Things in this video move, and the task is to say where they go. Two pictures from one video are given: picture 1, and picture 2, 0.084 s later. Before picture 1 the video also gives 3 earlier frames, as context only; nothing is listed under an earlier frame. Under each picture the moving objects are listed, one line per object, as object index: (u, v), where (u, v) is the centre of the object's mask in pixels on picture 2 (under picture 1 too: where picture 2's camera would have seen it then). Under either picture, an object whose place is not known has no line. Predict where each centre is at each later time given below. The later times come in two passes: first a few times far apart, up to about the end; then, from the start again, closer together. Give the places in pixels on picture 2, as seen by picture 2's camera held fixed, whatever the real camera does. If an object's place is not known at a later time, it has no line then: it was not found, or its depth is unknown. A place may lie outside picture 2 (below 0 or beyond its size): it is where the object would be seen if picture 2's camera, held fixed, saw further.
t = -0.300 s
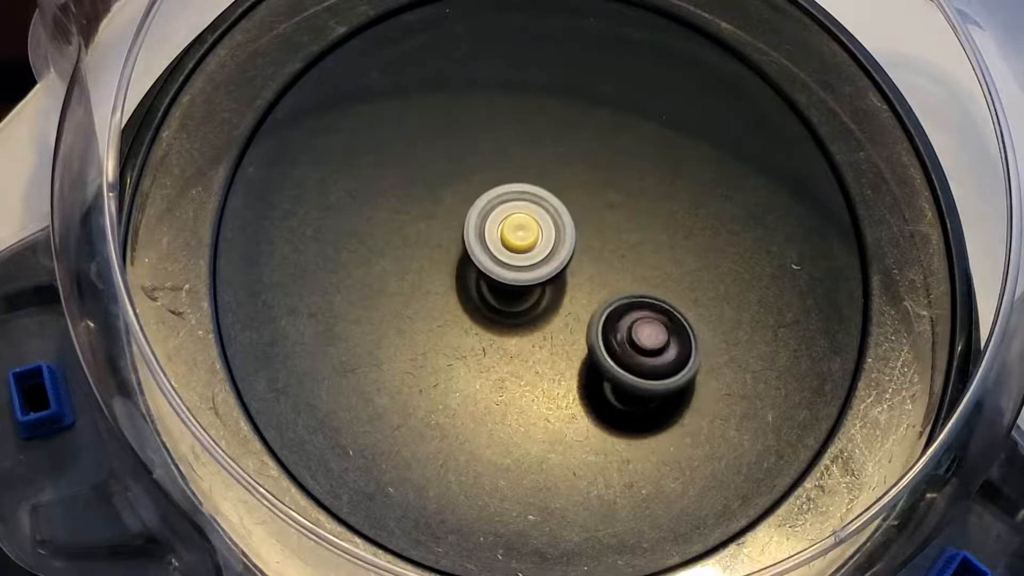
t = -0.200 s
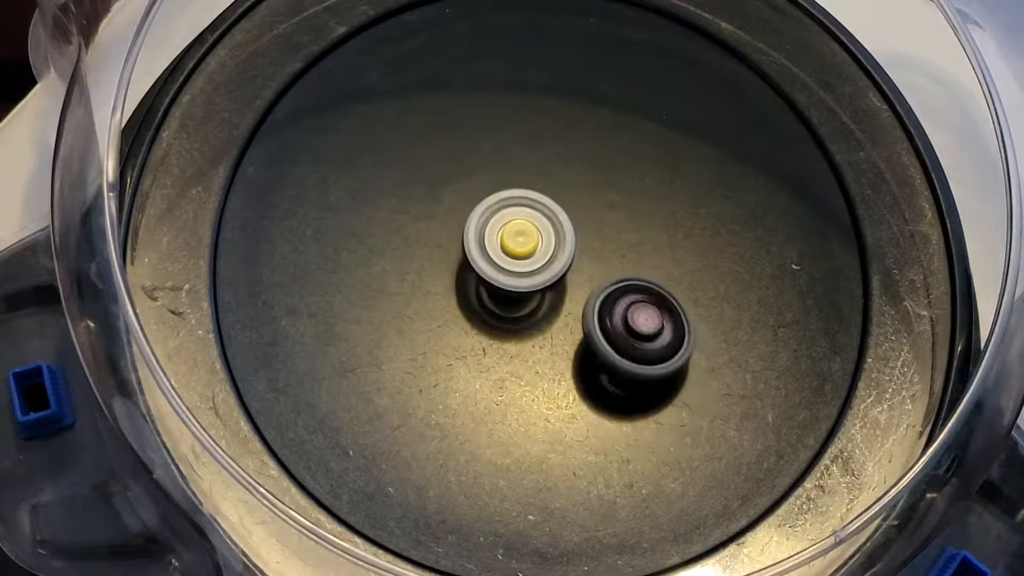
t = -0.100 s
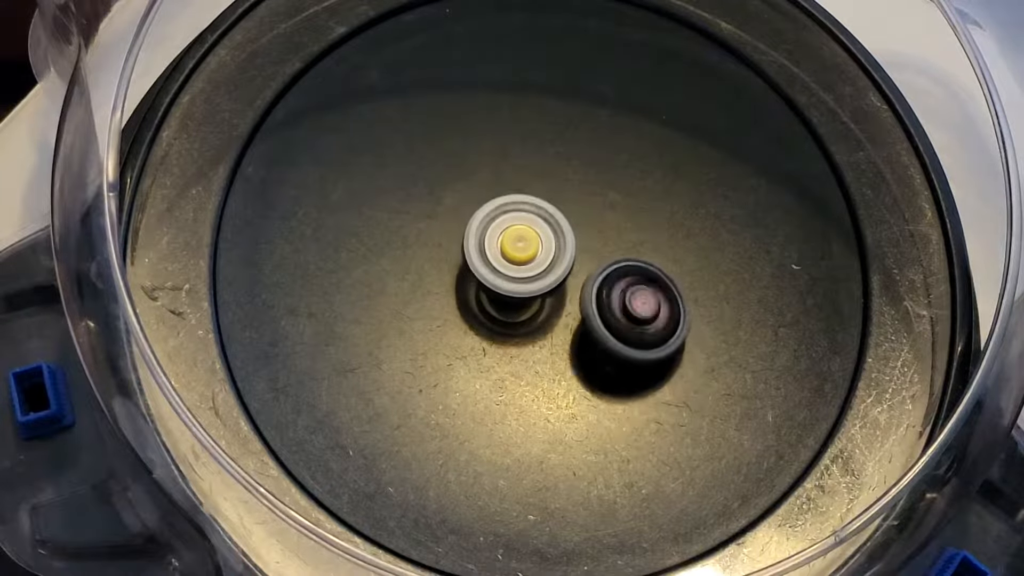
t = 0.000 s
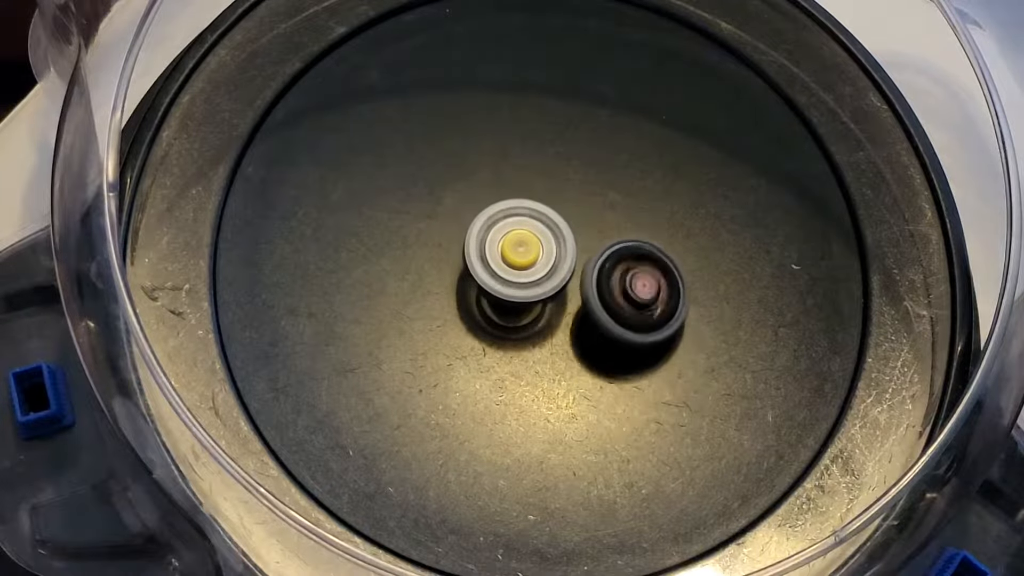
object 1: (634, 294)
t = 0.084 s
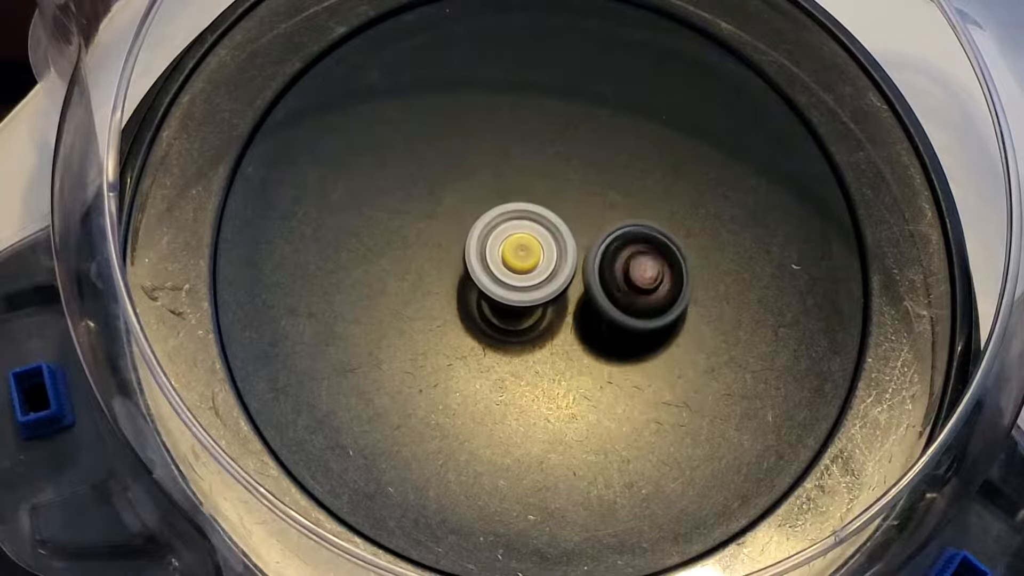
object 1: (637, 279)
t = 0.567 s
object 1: (666, 232)
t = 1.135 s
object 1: (616, 220)
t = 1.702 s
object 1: (590, 176)
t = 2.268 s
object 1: (566, 178)
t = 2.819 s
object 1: (520, 174)
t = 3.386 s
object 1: (504, 164)
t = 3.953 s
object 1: (471, 208)
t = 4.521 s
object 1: (445, 224)
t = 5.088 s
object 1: (435, 244)
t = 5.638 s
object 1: (438, 278)
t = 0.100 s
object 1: (638, 275)
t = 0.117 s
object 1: (639, 273)
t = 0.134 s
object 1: (640, 270)
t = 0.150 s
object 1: (642, 267)
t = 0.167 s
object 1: (643, 264)
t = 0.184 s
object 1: (644, 262)
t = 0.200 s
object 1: (645, 260)
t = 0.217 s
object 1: (646, 257)
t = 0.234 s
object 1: (648, 255)
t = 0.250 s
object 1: (649, 253)
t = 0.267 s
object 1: (651, 250)
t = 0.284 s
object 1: (652, 248)
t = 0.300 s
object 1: (654, 246)
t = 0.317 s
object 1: (655, 244)
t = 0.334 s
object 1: (656, 243)
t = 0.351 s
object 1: (658, 241)
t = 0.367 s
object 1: (660, 240)
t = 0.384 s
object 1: (661, 239)
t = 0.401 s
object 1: (662, 238)
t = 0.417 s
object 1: (663, 237)
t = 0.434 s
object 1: (664, 236)
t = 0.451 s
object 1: (665, 236)
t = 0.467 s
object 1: (666, 235)
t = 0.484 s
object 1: (667, 235)
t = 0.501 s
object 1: (667, 234)
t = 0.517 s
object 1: (667, 233)
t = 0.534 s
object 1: (667, 233)
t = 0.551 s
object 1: (667, 234)
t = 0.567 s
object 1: (666, 232)
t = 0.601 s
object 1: (666, 233)
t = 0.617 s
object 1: (666, 232)
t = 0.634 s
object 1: (666, 232)
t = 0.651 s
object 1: (666, 231)
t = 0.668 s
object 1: (665, 232)
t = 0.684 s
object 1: (665, 231)
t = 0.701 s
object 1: (664, 232)
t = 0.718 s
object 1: (662, 231)
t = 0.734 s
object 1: (661, 232)
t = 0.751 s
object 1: (660, 232)
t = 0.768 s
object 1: (659, 232)
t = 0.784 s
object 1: (657, 232)
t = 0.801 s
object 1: (655, 232)
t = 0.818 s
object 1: (653, 233)
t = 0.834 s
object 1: (651, 232)
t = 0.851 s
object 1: (648, 233)
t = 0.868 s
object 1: (646, 233)
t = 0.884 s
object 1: (646, 233)
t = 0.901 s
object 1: (647, 231)
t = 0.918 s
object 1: (647, 231)
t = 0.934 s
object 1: (645, 231)
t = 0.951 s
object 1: (642, 230)
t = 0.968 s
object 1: (639, 230)
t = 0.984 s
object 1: (637, 228)
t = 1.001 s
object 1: (635, 228)
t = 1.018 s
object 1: (632, 227)
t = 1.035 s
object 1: (630, 226)
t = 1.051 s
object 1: (628, 225)
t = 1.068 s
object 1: (625, 224)
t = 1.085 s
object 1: (623, 223)
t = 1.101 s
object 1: (620, 222)
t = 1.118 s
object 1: (618, 221)
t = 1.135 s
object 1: (616, 220)
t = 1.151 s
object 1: (614, 218)
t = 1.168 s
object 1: (615, 215)
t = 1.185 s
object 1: (616, 213)
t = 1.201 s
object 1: (615, 212)
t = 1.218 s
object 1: (613, 210)
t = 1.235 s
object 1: (611, 208)
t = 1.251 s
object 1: (609, 206)
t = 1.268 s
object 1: (608, 204)
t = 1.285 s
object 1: (606, 202)
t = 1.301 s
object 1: (605, 200)
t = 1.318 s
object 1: (604, 198)
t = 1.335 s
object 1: (603, 196)
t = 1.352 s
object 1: (602, 195)
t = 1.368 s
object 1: (601, 193)
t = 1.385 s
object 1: (600, 191)
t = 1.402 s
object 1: (599, 189)
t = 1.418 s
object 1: (599, 188)
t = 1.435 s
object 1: (598, 186)
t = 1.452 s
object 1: (597, 185)
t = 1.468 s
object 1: (597, 183)
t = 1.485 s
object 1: (596, 182)
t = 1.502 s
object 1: (596, 181)
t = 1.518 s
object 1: (595, 180)
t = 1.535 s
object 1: (595, 179)
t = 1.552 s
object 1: (594, 178)
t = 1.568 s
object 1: (594, 178)
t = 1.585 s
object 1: (594, 177)
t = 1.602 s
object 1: (593, 177)
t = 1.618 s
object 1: (593, 177)
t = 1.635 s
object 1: (592, 176)
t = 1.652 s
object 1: (592, 176)
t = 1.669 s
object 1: (591, 177)
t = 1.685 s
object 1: (591, 176)
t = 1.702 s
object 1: (590, 176)
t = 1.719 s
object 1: (590, 176)
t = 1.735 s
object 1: (589, 176)
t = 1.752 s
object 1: (589, 176)
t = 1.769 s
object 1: (588, 176)
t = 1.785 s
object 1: (588, 176)
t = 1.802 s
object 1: (587, 176)
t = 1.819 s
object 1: (586, 176)
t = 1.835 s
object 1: (586, 176)
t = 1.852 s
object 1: (585, 176)
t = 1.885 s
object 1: (585, 176)
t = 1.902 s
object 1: (584, 177)
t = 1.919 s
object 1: (583, 177)
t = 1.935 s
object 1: (583, 177)
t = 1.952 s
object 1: (583, 177)
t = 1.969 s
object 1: (585, 173)
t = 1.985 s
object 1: (586, 172)
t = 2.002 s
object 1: (587, 172)
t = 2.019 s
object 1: (587, 173)
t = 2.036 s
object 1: (585, 173)
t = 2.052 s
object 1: (584, 173)
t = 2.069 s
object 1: (583, 173)
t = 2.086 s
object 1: (582, 173)
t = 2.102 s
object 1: (581, 174)
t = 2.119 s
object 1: (580, 174)
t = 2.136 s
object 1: (579, 174)
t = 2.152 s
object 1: (577, 174)
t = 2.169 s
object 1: (576, 175)
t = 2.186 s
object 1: (574, 175)
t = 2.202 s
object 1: (573, 176)
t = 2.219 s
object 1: (571, 176)
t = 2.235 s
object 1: (569, 176)
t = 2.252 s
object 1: (568, 177)
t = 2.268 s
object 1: (566, 178)
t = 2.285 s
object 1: (564, 179)
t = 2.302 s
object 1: (562, 179)
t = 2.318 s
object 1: (560, 179)
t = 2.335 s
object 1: (558, 179)
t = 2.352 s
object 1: (556, 180)
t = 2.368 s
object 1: (553, 181)
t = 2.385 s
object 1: (552, 179)
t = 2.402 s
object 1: (551, 177)
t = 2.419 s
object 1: (550, 176)
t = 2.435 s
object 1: (548, 176)
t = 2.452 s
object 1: (546, 176)
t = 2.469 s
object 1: (544, 175)
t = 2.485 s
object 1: (543, 175)
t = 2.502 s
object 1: (541, 174)
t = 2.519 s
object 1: (539, 174)
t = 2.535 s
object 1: (537, 174)
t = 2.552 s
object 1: (536, 174)
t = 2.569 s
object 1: (534, 173)
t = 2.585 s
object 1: (532, 173)
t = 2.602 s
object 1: (531, 173)
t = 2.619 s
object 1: (530, 173)
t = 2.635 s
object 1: (529, 173)
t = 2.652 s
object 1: (527, 173)
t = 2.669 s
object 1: (527, 172)
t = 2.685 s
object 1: (526, 173)
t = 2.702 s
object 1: (525, 173)
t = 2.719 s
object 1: (524, 174)
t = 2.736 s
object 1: (523, 173)
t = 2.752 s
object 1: (523, 173)
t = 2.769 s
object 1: (522, 173)
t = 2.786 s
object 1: (522, 175)
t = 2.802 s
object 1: (521, 174)
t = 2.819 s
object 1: (520, 174)
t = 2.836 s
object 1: (520, 174)
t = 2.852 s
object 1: (520, 174)
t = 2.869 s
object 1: (519, 175)
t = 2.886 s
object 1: (518, 175)
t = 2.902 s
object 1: (518, 175)
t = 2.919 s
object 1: (517, 176)
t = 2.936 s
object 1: (517, 176)
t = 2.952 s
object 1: (516, 176)
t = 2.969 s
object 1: (516, 176)
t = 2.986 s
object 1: (515, 177)
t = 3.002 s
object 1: (515, 177)
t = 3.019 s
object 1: (515, 177)
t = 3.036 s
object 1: (514, 178)
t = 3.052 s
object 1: (513, 178)
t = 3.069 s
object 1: (513, 178)
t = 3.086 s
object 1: (512, 175)
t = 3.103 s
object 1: (511, 167)
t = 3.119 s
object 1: (510, 161)
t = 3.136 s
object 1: (510, 158)
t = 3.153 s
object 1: (511, 157)
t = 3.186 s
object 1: (512, 159)
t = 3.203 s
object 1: (511, 160)
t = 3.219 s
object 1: (510, 160)
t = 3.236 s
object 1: (509, 160)
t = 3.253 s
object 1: (509, 160)
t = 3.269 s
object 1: (508, 161)
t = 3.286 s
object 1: (508, 161)
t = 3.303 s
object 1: (507, 162)
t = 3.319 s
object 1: (506, 162)
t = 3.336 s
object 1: (506, 162)
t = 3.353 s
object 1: (505, 162)
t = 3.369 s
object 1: (505, 163)
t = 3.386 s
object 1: (504, 164)
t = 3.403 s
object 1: (504, 164)
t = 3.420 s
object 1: (503, 164)
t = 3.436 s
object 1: (503, 165)
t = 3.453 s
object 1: (502, 165)
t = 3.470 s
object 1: (502, 166)
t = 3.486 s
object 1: (502, 167)
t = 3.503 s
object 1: (501, 168)
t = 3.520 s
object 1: (500, 169)
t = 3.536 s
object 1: (500, 170)
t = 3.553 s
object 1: (499, 171)
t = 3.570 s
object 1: (498, 172)
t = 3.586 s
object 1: (497, 174)
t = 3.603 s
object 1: (496, 175)
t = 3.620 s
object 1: (496, 176)
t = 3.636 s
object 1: (495, 178)
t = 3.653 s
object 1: (494, 179)
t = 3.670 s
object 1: (493, 181)
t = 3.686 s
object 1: (492, 183)
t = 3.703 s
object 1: (490, 184)
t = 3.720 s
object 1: (489, 186)
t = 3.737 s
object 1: (488, 188)
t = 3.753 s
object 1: (487, 190)
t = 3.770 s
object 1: (486, 191)
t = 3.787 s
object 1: (484, 193)
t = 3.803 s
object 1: (483, 194)
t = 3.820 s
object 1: (482, 196)
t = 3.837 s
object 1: (481, 198)
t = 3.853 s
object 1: (479, 199)
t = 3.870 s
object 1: (478, 201)
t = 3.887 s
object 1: (476, 202)
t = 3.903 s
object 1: (475, 204)
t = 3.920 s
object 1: (474, 205)
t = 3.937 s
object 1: (472, 207)
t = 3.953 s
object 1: (471, 208)
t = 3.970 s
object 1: (469, 209)
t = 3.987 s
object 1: (468, 210)
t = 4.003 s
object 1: (465, 211)
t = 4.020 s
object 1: (463, 210)
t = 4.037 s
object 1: (462, 210)
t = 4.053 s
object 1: (461, 211)
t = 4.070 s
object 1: (460, 212)
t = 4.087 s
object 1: (458, 213)
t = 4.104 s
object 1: (456, 213)
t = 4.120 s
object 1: (455, 214)
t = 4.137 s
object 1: (453, 214)
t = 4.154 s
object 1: (452, 215)
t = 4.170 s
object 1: (451, 215)
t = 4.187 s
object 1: (450, 215)
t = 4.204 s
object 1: (449, 216)
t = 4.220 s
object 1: (448, 216)
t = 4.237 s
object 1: (447, 216)
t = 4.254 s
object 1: (447, 216)
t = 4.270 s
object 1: (447, 217)
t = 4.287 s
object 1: (446, 217)
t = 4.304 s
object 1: (446, 218)
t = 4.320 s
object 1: (446, 218)
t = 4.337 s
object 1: (446, 219)
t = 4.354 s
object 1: (446, 220)
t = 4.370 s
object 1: (446, 220)
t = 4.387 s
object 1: (446, 221)
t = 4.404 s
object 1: (446, 221)
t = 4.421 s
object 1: (446, 221)
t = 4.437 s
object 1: (446, 222)
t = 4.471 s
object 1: (446, 222)
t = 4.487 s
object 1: (446, 223)
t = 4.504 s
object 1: (445, 223)
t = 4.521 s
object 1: (445, 224)
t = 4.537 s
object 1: (445, 224)
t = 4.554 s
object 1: (445, 225)
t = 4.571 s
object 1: (446, 225)
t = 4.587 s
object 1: (446, 226)
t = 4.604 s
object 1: (447, 227)
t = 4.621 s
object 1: (447, 228)
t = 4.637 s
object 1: (448, 229)
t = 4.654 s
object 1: (448, 229)
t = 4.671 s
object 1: (449, 230)
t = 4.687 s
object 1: (450, 232)
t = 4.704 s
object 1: (450, 234)
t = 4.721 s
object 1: (450, 235)
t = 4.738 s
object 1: (450, 236)
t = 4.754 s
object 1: (450, 236)
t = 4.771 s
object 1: (444, 234)
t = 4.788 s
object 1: (439, 233)
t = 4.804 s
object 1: (437, 232)
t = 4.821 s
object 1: (437, 232)
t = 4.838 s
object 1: (437, 233)
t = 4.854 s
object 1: (437, 235)
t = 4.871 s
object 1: (436, 236)
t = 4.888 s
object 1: (436, 237)
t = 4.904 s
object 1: (435, 238)
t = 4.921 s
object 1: (435, 238)
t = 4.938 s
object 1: (435, 239)
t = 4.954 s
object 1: (435, 240)
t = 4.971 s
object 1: (435, 240)
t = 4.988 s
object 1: (435, 241)
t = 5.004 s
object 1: (435, 241)
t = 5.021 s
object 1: (435, 242)
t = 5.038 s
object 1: (435, 242)
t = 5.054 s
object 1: (435, 243)
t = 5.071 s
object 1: (435, 244)
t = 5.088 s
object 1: (435, 244)
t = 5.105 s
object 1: (435, 245)
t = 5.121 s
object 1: (435, 245)
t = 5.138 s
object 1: (435, 246)
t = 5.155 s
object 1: (435, 247)
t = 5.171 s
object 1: (435, 247)
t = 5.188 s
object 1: (435, 248)
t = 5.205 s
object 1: (435, 249)
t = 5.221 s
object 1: (435, 249)
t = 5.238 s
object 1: (435, 250)
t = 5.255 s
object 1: (435, 250)
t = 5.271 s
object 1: (436, 251)
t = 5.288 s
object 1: (436, 252)
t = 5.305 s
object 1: (436, 252)
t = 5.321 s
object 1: (436, 253)
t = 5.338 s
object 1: (437, 254)
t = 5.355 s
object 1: (437, 255)
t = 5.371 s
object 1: (438, 257)
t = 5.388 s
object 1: (438, 258)
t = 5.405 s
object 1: (439, 259)
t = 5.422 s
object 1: (439, 260)
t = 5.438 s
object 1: (439, 261)
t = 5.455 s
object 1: (440, 262)
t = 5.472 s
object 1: (440, 264)
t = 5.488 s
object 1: (441, 265)
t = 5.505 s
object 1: (441, 266)
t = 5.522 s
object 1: (442, 268)
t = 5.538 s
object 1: (443, 269)
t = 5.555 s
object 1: (443, 271)
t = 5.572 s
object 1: (444, 272)
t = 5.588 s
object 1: (444, 274)
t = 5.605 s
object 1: (445, 276)
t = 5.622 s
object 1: (445, 277)
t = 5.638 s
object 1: (438, 278)
